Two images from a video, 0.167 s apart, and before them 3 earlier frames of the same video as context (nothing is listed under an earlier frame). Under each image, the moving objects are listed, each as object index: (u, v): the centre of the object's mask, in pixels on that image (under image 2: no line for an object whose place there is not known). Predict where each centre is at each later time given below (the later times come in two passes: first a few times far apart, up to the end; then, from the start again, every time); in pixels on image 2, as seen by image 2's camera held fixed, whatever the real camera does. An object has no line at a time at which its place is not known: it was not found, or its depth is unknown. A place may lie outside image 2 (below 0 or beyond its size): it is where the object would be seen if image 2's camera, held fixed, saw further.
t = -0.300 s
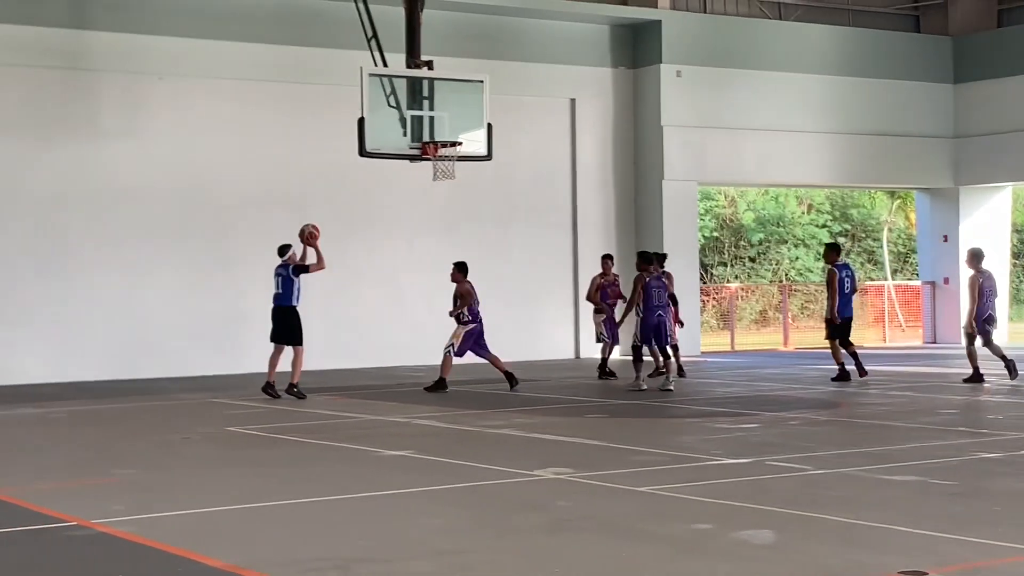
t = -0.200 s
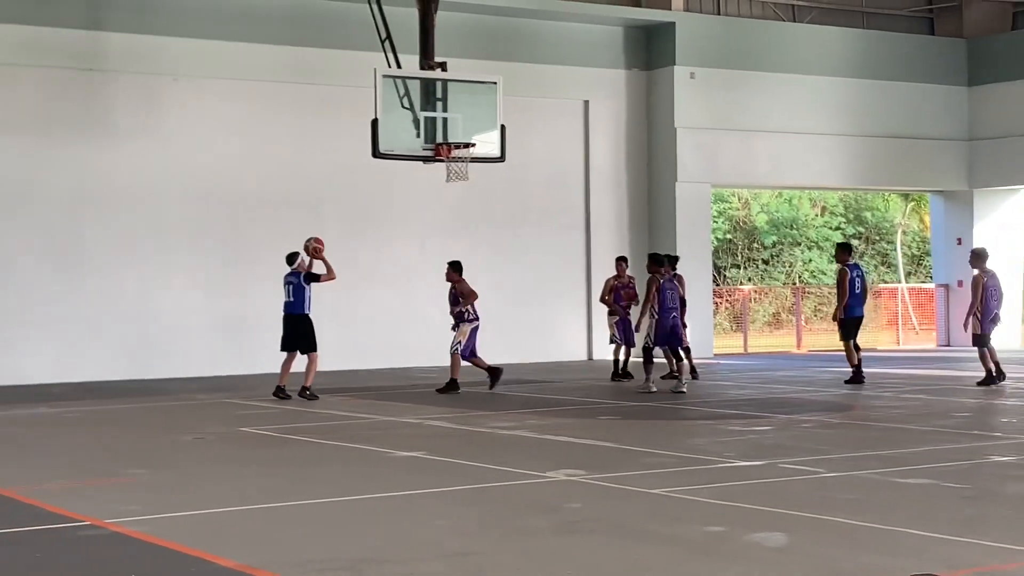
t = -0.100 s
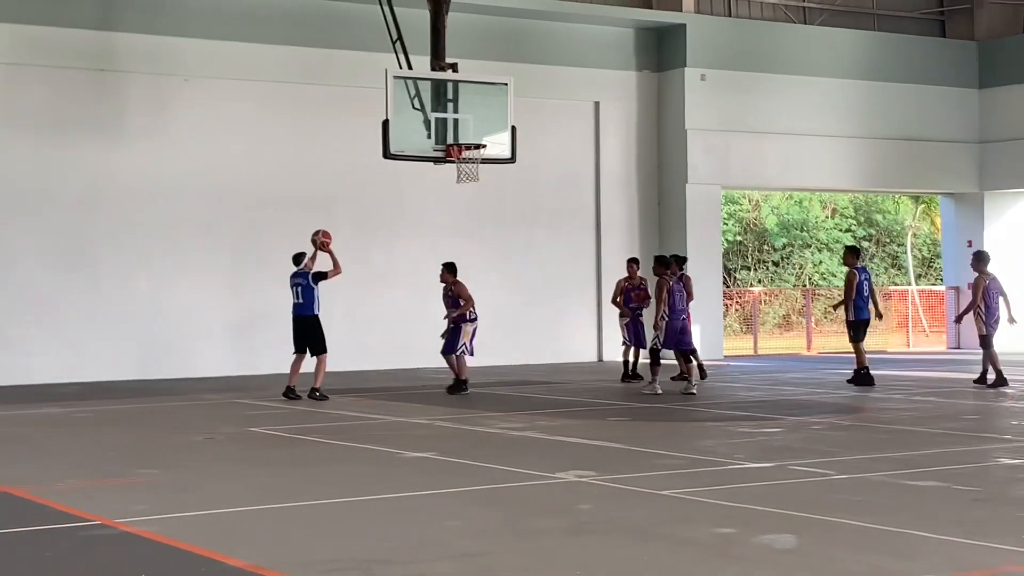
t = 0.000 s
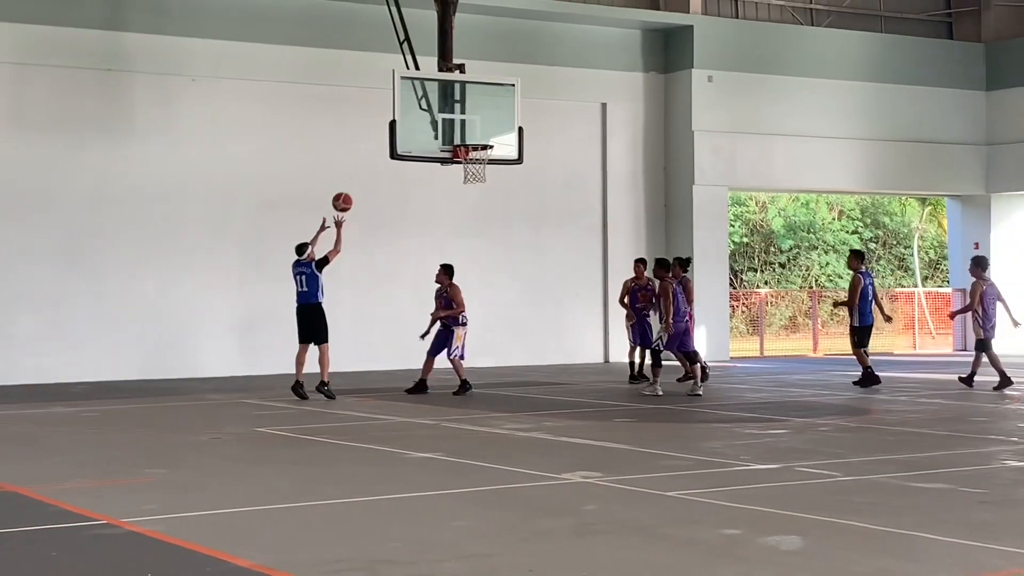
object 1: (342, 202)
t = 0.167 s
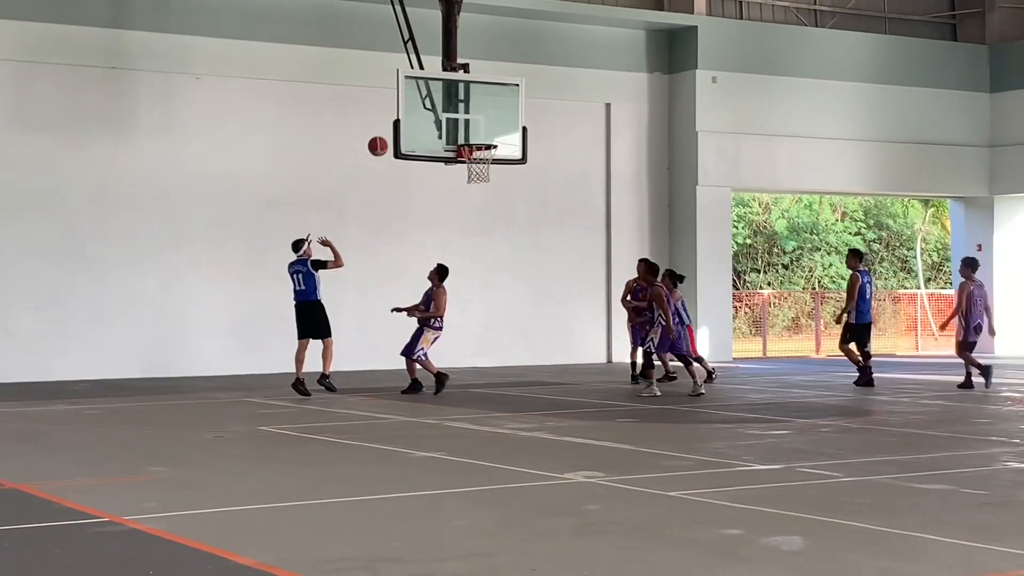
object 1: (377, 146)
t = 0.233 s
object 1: (390, 131)
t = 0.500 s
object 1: (439, 108)
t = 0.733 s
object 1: (480, 134)
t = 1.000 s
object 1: (465, 169)
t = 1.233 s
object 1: (467, 175)
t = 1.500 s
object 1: (477, 227)
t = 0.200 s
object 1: (384, 138)
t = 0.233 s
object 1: (390, 131)
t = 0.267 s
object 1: (396, 125)
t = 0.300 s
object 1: (403, 120)
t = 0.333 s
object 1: (409, 115)
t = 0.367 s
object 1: (415, 112)
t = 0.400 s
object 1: (421, 110)
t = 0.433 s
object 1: (427, 108)
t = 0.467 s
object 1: (433, 108)
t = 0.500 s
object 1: (439, 108)
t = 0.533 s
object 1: (445, 109)
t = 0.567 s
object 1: (451, 111)
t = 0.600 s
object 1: (457, 114)
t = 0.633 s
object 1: (463, 118)
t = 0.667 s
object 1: (468, 122)
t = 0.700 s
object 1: (475, 128)
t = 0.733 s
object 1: (480, 134)
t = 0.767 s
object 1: (486, 139)
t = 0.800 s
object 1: (487, 147)
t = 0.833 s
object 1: (483, 152)
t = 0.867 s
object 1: (479, 158)
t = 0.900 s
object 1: (476, 164)
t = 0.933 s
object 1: (472, 166)
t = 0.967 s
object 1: (468, 167)
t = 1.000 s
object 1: (465, 169)
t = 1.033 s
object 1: (464, 169)
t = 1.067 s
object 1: (463, 169)
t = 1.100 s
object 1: (465, 165)
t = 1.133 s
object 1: (464, 166)
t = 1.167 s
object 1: (463, 170)
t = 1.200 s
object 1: (466, 172)
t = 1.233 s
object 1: (467, 175)
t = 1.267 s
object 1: (468, 178)
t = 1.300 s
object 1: (469, 183)
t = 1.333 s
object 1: (471, 188)
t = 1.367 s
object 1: (472, 194)
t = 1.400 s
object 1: (473, 201)
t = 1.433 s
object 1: (475, 209)
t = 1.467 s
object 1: (476, 218)
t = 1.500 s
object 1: (477, 227)
